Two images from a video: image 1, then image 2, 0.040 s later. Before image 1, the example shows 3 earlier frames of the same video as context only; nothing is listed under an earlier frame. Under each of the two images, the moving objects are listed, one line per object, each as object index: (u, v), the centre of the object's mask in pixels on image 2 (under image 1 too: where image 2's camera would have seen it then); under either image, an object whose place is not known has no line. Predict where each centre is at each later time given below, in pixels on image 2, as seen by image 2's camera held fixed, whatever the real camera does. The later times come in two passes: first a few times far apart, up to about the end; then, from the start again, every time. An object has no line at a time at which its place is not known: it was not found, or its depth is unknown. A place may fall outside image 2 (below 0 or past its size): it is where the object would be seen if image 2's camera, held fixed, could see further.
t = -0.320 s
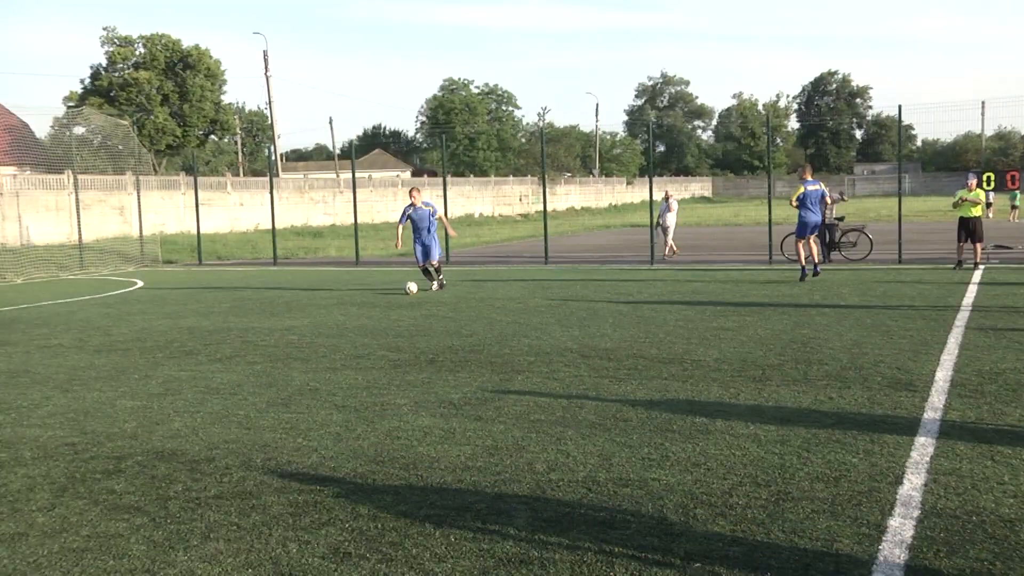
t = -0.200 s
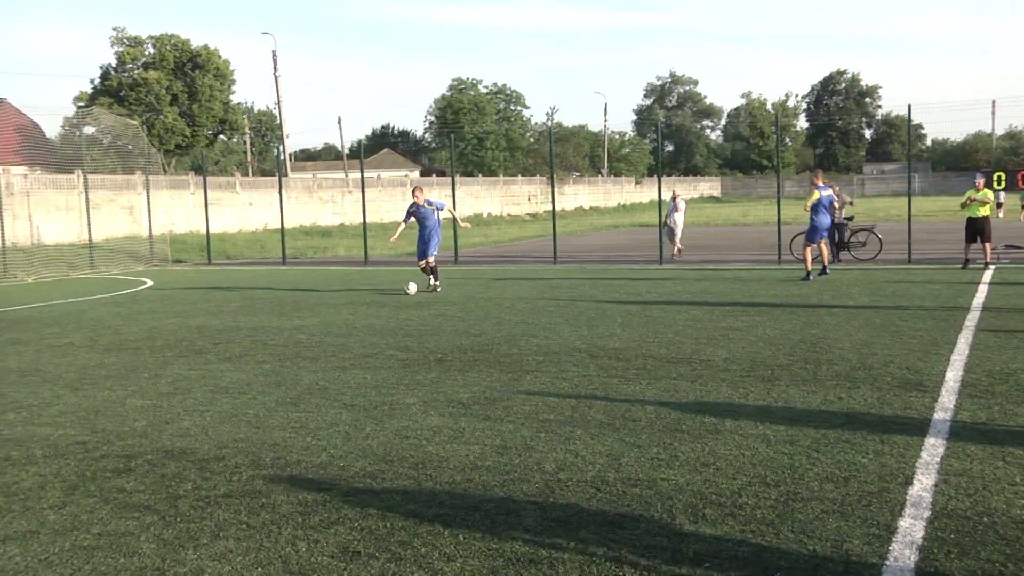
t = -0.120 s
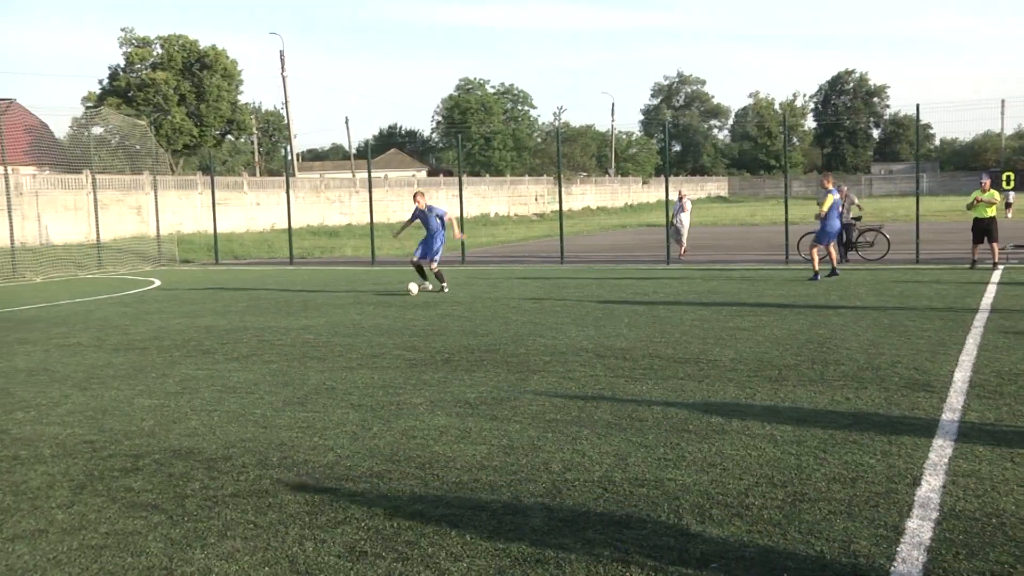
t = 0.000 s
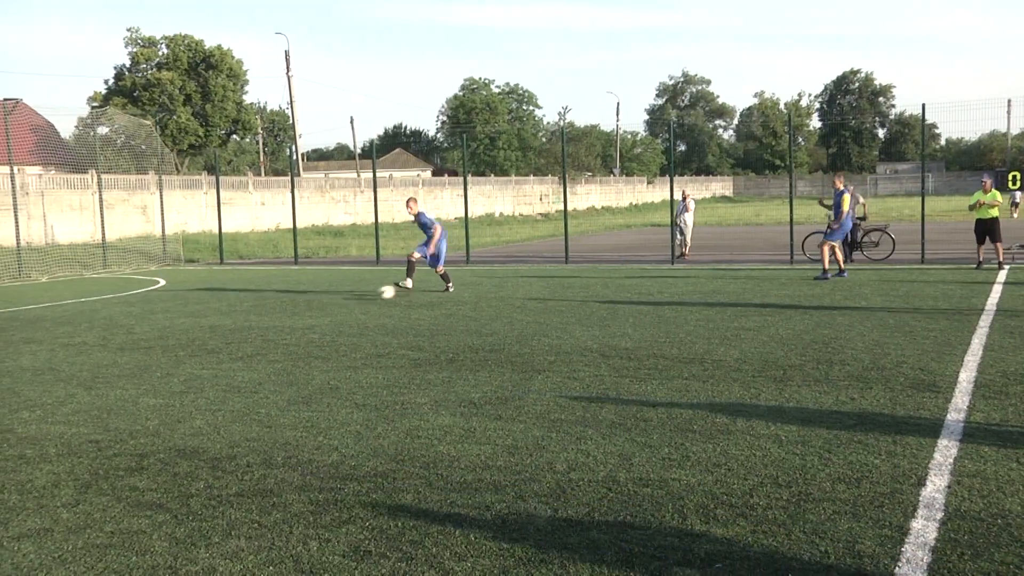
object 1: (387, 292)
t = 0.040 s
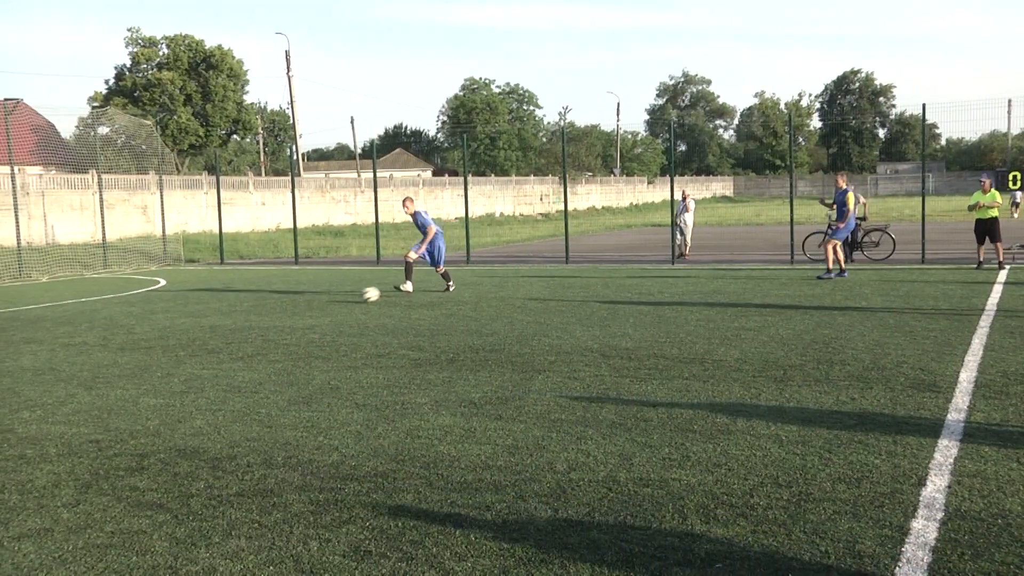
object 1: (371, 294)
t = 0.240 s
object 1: (285, 311)
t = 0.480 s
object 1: (176, 331)
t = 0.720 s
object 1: (59, 351)
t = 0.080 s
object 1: (354, 298)
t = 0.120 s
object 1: (337, 302)
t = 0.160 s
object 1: (320, 304)
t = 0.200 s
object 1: (302, 307)
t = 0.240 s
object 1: (285, 311)
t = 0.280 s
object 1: (267, 313)
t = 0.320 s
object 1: (250, 316)
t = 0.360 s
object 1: (232, 318)
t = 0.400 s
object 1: (214, 320)
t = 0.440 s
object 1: (196, 324)
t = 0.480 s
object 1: (176, 331)
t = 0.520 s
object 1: (158, 333)
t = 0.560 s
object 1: (139, 334)
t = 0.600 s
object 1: (120, 339)
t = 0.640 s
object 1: (100, 343)
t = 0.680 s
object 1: (80, 350)
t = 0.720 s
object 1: (59, 351)
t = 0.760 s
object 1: (37, 352)
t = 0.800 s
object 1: (15, 356)
